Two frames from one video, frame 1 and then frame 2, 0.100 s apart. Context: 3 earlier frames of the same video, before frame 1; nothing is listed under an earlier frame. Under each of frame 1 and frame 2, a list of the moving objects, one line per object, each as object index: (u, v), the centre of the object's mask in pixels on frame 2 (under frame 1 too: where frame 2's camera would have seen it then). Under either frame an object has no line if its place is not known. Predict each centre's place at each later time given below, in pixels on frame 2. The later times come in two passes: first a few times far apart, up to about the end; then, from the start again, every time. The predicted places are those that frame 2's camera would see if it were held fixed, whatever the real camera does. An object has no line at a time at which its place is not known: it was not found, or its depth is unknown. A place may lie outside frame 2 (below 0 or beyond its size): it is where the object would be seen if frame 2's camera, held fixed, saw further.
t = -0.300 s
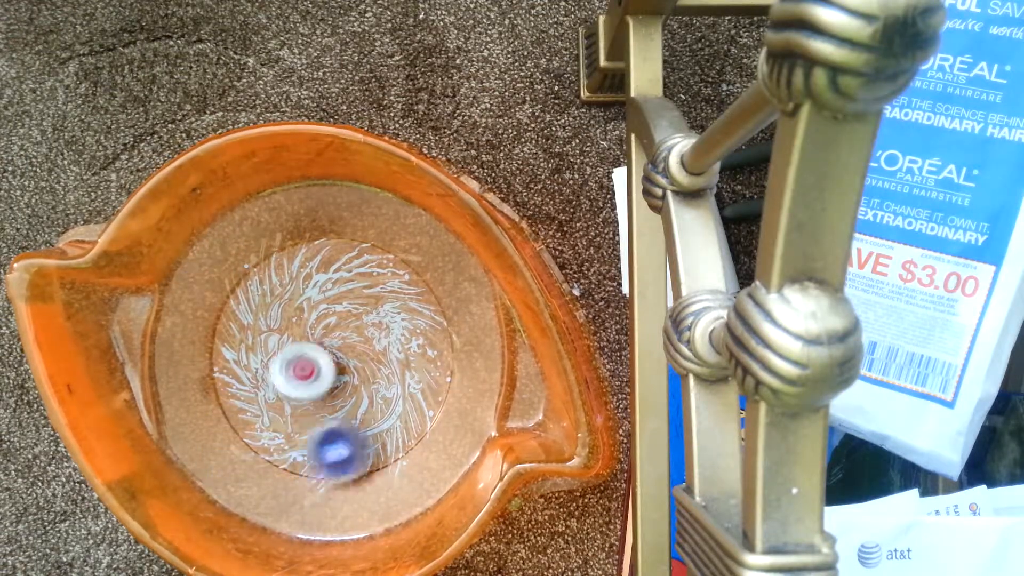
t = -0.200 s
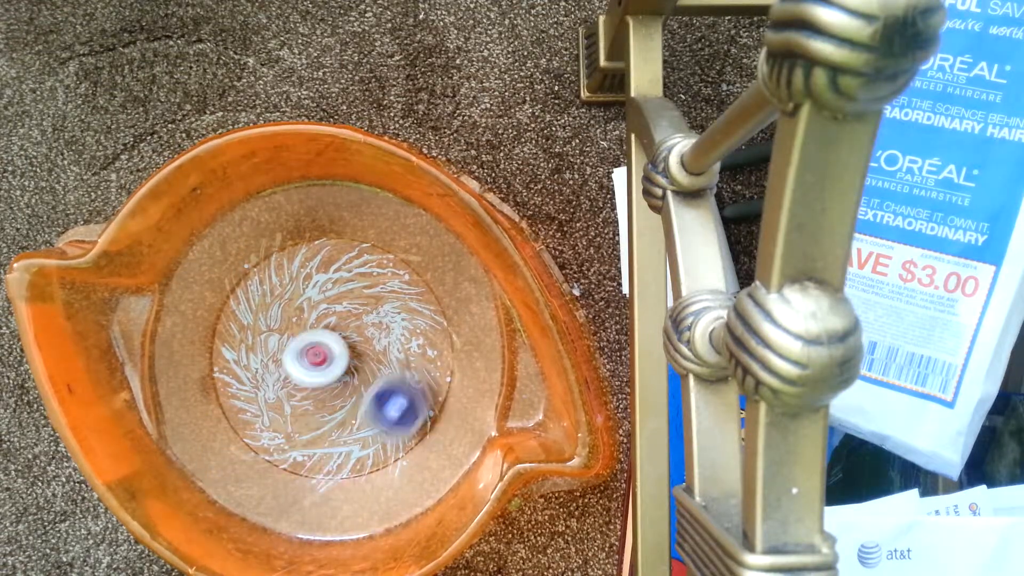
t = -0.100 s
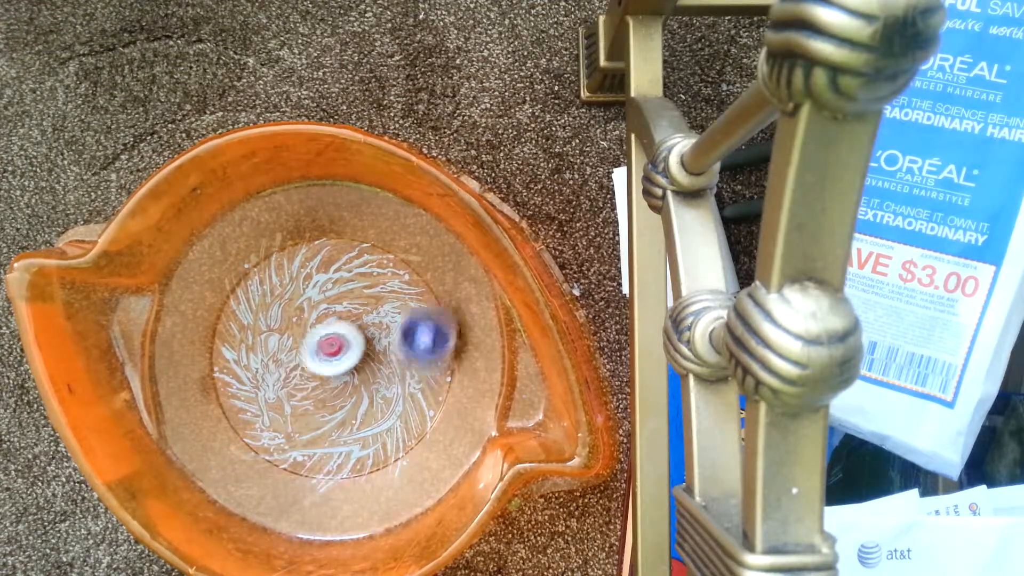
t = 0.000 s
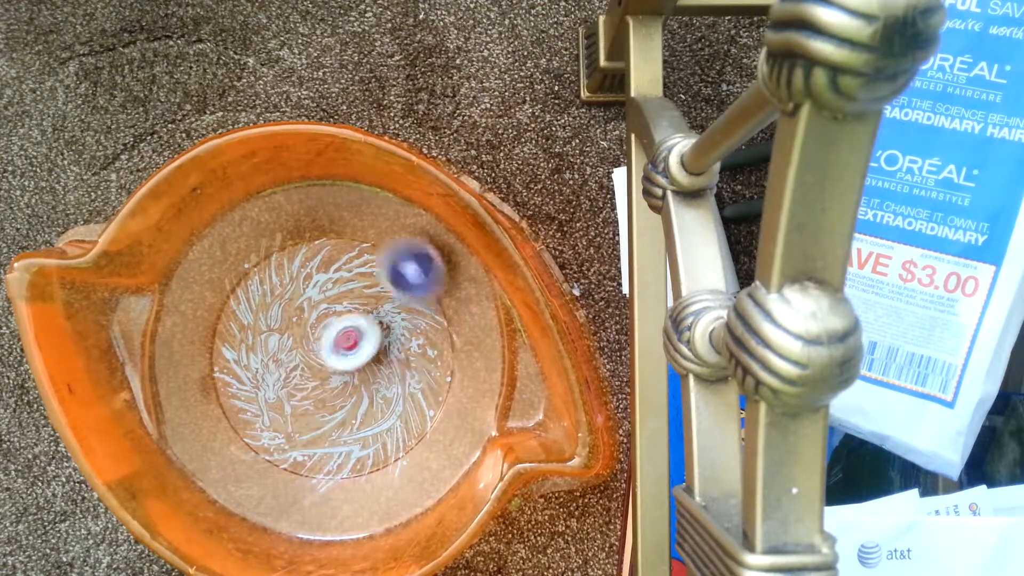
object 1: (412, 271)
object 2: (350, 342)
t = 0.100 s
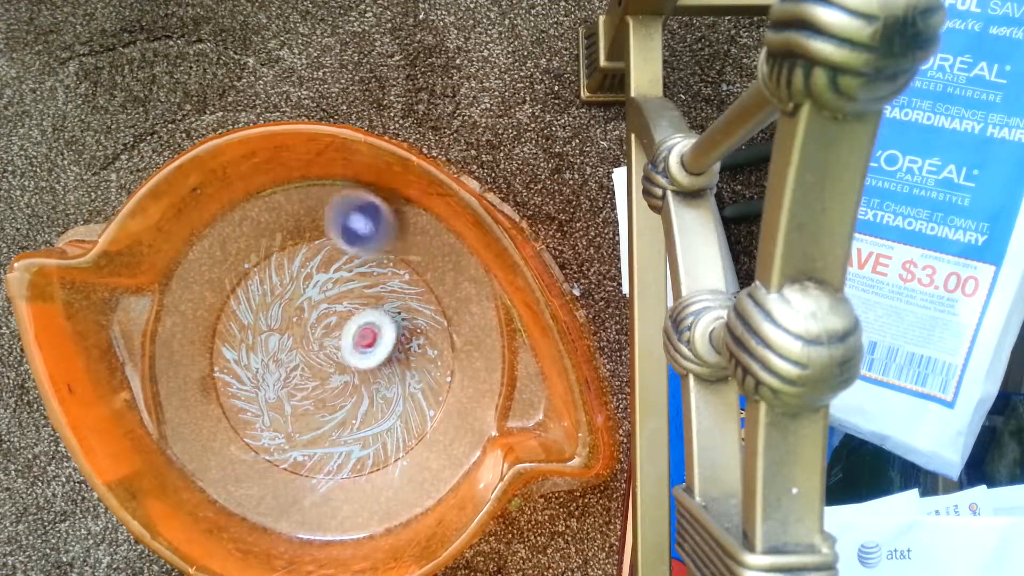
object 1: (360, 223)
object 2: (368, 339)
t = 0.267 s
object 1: (249, 229)
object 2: (379, 330)
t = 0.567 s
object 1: (275, 446)
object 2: (344, 323)
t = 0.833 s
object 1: (433, 410)
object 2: (291, 337)
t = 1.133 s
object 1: (367, 256)
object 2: (286, 371)
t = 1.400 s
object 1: (266, 362)
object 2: (313, 417)
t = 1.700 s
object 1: (257, 440)
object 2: (437, 449)
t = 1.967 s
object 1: (363, 423)
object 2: (317, 297)
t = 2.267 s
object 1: (306, 294)
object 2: (297, 229)
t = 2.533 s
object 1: (213, 378)
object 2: (379, 329)
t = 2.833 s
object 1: (329, 463)
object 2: (371, 365)
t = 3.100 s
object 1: (395, 406)
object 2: (402, 274)
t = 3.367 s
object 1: (314, 342)
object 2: (396, 264)
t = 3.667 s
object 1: (221, 401)
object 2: (307, 368)
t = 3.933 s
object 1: (312, 447)
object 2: (405, 342)
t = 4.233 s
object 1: (350, 346)
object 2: (459, 277)
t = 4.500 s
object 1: (323, 255)
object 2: (356, 347)
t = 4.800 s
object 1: (272, 283)
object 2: (255, 421)
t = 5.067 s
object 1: (333, 340)
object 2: (299, 412)
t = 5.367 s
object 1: (394, 289)
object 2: (339, 343)
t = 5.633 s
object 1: (339, 284)
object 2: (276, 401)
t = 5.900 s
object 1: (348, 376)
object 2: (239, 459)
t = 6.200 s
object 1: (425, 370)
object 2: (356, 384)
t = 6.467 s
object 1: (390, 310)
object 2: (316, 327)
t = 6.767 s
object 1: (337, 389)
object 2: (223, 384)
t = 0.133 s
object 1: (340, 212)
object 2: (373, 338)
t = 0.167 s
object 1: (316, 204)
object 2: (375, 337)
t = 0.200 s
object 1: (293, 206)
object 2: (377, 336)
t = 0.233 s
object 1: (271, 215)
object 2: (379, 333)
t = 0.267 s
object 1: (249, 229)
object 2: (379, 330)
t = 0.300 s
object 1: (231, 250)
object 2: (378, 326)
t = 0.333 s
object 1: (218, 274)
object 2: (377, 323)
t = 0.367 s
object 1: (212, 300)
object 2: (375, 320)
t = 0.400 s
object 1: (213, 333)
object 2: (372, 319)
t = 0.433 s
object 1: (217, 362)
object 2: (369, 320)
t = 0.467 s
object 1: (225, 388)
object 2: (364, 321)
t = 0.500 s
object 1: (239, 413)
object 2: (359, 322)
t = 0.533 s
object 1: (258, 433)
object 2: (352, 323)
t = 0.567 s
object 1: (275, 446)
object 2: (344, 323)
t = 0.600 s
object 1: (299, 457)
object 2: (336, 324)
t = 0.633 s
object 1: (323, 466)
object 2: (329, 325)
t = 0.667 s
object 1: (347, 469)
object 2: (321, 327)
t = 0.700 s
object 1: (371, 468)
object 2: (315, 328)
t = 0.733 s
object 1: (393, 464)
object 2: (306, 330)
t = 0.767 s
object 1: (409, 450)
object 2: (301, 332)
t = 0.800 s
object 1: (422, 432)
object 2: (296, 334)
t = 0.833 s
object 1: (433, 410)
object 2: (291, 337)
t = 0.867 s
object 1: (442, 388)
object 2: (289, 339)
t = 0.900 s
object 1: (445, 367)
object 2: (287, 344)
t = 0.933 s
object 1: (445, 345)
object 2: (282, 348)
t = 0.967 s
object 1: (439, 323)
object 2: (279, 354)
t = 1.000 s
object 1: (428, 301)
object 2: (278, 359)
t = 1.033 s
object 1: (415, 284)
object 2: (279, 362)
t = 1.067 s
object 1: (400, 270)
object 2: (279, 365)
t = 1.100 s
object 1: (384, 260)
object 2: (283, 368)
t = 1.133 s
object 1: (367, 256)
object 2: (286, 371)
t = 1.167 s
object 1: (350, 255)
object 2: (289, 375)
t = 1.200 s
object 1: (332, 259)
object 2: (293, 381)
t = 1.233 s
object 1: (314, 268)
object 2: (294, 388)
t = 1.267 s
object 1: (300, 281)
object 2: (297, 393)
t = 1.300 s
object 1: (286, 301)
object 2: (301, 400)
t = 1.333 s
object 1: (278, 318)
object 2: (307, 408)
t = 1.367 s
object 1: (269, 341)
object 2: (309, 412)
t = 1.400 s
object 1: (266, 362)
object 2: (313, 417)
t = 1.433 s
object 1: (265, 383)
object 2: (318, 420)
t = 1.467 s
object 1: (253, 395)
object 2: (344, 436)
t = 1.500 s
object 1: (239, 401)
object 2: (376, 454)
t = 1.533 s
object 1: (226, 410)
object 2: (398, 465)
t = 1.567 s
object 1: (222, 418)
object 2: (416, 469)
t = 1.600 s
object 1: (225, 424)
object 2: (430, 470)
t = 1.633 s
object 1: (234, 428)
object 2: (441, 470)
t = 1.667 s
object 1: (245, 433)
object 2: (443, 464)
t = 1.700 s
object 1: (257, 440)
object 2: (437, 449)
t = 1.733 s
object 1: (269, 445)
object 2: (425, 431)
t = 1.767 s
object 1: (282, 453)
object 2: (411, 414)
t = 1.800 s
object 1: (296, 459)
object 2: (396, 396)
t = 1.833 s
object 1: (310, 460)
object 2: (379, 377)
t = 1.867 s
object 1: (326, 458)
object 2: (360, 357)
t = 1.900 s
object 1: (339, 452)
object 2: (345, 336)
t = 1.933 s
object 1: (352, 440)
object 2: (331, 318)
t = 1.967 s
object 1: (363, 423)
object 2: (317, 297)
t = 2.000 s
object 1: (369, 408)
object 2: (303, 276)
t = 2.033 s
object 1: (373, 390)
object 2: (293, 258)
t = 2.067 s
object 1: (372, 372)
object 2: (285, 242)
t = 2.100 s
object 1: (368, 354)
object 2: (279, 231)
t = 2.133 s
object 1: (362, 341)
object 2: (277, 223)
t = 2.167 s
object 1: (350, 325)
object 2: (276, 222)
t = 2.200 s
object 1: (339, 311)
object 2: (278, 222)
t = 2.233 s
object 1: (323, 302)
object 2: (285, 226)
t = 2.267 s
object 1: (306, 294)
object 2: (297, 229)
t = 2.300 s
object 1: (288, 291)
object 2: (309, 236)
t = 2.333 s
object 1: (267, 292)
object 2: (320, 248)
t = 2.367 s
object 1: (249, 299)
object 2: (334, 260)
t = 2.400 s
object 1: (236, 308)
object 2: (348, 273)
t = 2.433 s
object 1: (219, 322)
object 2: (361, 289)
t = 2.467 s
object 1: (210, 338)
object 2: (369, 302)
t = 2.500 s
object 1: (211, 358)
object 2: (374, 315)
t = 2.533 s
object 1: (213, 378)
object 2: (379, 329)
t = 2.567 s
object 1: (220, 395)
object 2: (380, 344)
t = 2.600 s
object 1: (230, 412)
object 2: (383, 357)
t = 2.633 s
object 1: (243, 426)
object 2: (379, 367)
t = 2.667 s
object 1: (261, 437)
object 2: (376, 375)
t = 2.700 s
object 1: (280, 442)
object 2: (372, 381)
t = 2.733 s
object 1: (301, 444)
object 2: (365, 387)
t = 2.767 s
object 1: (319, 443)
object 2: (360, 391)
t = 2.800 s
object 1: (324, 453)
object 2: (364, 380)
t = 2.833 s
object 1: (329, 463)
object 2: (371, 365)
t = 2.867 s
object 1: (336, 468)
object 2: (379, 349)
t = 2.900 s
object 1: (346, 470)
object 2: (387, 332)
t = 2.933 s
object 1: (356, 467)
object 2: (393, 319)
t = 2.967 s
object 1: (366, 461)
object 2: (399, 304)
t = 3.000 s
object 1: (377, 451)
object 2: (400, 292)
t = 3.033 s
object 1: (386, 439)
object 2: (402, 281)
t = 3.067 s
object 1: (391, 424)
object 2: (403, 276)
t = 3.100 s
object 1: (395, 406)
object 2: (402, 274)
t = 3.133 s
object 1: (394, 390)
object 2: (399, 275)
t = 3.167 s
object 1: (392, 371)
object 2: (397, 277)
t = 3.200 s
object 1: (388, 354)
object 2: (394, 283)
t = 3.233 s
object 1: (376, 345)
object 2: (392, 287)
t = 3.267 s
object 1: (359, 344)
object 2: (397, 277)
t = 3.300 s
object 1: (344, 345)
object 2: (400, 268)
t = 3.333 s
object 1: (330, 344)
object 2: (400, 263)
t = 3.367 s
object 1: (314, 342)
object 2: (396, 264)
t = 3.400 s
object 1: (297, 339)
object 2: (388, 271)
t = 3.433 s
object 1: (277, 339)
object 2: (382, 277)
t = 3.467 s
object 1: (260, 340)
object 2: (368, 291)
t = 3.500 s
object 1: (242, 346)
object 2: (357, 307)
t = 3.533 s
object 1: (227, 354)
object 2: (346, 321)
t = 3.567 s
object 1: (215, 364)
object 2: (337, 333)
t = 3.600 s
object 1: (208, 376)
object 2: (326, 346)
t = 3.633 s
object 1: (212, 389)
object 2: (315, 357)
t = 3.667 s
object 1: (221, 401)
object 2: (307, 368)
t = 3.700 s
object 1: (230, 413)
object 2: (296, 378)
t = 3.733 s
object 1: (227, 432)
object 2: (299, 380)
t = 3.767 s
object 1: (217, 455)
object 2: (324, 372)
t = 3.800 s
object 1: (214, 473)
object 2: (344, 365)
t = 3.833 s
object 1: (231, 475)
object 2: (361, 360)
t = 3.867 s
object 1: (261, 465)
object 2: (377, 353)
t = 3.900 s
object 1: (287, 458)
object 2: (393, 347)
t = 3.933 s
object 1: (312, 447)
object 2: (405, 342)
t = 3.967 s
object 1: (335, 432)
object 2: (416, 335)
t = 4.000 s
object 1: (353, 416)
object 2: (423, 334)
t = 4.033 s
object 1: (368, 399)
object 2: (426, 331)
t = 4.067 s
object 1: (377, 380)
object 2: (426, 330)
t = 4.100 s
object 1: (382, 365)
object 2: (427, 329)
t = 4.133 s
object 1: (375, 361)
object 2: (440, 311)
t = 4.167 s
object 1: (366, 359)
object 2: (449, 297)
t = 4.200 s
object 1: (357, 354)
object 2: (459, 282)
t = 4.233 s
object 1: (350, 346)
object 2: (459, 277)
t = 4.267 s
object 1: (343, 338)
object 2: (455, 278)
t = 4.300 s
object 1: (340, 328)
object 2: (446, 283)
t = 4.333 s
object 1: (339, 318)
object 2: (436, 289)
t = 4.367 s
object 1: (337, 304)
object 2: (421, 300)
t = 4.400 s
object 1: (335, 292)
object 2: (406, 314)
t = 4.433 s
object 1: (330, 278)
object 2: (390, 326)
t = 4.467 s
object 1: (327, 266)
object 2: (370, 338)
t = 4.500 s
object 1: (323, 255)
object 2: (356, 347)
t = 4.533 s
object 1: (315, 244)
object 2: (338, 361)
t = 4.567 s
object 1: (307, 242)
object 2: (323, 371)
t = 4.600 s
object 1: (298, 244)
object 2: (310, 378)
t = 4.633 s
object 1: (290, 251)
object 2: (296, 392)
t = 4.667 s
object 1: (283, 257)
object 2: (284, 400)
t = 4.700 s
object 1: (277, 262)
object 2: (274, 408)
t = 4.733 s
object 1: (273, 267)
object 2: (266, 413)
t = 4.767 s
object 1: (271, 275)
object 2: (259, 418)
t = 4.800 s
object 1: (272, 283)
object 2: (255, 421)
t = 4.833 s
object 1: (272, 294)
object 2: (251, 425)
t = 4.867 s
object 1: (276, 304)
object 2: (255, 424)
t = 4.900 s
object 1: (282, 315)
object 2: (260, 423)
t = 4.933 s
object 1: (289, 324)
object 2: (267, 422)
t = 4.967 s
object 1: (298, 331)
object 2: (272, 421)
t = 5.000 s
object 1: (310, 335)
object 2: (279, 418)
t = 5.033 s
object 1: (320, 339)
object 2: (288, 416)
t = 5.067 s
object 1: (333, 340)
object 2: (299, 412)
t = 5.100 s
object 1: (344, 339)
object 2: (307, 408)
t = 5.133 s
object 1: (357, 339)
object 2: (315, 402)
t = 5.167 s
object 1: (367, 337)
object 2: (329, 393)
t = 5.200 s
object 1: (381, 332)
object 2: (334, 386)
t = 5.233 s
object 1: (390, 325)
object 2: (338, 376)
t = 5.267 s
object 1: (396, 316)
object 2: (341, 364)
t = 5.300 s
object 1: (399, 307)
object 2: (341, 357)
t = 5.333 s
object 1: (399, 298)
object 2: (339, 350)
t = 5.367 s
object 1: (394, 289)
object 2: (339, 343)
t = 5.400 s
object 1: (388, 284)
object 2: (335, 338)
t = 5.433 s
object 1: (379, 281)
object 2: (333, 335)
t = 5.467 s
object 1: (369, 280)
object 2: (332, 333)
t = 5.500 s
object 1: (361, 277)
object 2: (324, 343)
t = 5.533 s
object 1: (356, 274)
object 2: (312, 356)
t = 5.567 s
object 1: (353, 275)
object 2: (304, 369)
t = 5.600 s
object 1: (347, 277)
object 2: (288, 388)
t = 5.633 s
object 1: (339, 284)
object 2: (276, 401)
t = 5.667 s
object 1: (334, 293)
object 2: (263, 415)
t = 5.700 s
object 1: (330, 304)
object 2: (254, 425)
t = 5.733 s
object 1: (328, 315)
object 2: (242, 436)
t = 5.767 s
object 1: (330, 328)
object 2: (235, 443)
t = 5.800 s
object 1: (331, 341)
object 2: (230, 449)
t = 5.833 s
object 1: (335, 353)
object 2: (232, 454)
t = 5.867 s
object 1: (341, 365)
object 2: (234, 456)
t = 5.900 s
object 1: (348, 376)
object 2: (239, 459)
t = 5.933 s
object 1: (356, 387)
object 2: (245, 456)
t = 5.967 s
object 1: (369, 396)
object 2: (254, 451)
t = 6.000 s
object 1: (377, 401)
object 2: (266, 446)
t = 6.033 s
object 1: (388, 403)
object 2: (281, 439)
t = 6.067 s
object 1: (398, 402)
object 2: (292, 427)
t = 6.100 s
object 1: (410, 397)
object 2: (307, 418)
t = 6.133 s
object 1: (416, 390)
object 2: (321, 407)
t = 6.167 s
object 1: (422, 381)
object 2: (338, 396)
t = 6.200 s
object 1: (425, 370)
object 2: (356, 384)
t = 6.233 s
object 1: (432, 360)
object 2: (361, 373)
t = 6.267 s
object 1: (443, 350)
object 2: (354, 363)
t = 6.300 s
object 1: (444, 342)
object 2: (344, 353)
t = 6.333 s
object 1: (439, 334)
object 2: (341, 345)
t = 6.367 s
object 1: (431, 325)
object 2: (335, 339)
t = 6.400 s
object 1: (418, 317)
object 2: (328, 333)
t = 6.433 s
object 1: (406, 311)
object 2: (322, 328)
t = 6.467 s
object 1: (390, 310)
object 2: (316, 327)
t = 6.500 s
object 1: (375, 313)
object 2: (305, 328)
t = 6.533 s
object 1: (362, 317)
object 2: (294, 331)
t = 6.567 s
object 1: (357, 322)
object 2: (276, 336)
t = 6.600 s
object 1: (350, 332)
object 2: (259, 342)
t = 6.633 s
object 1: (345, 342)
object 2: (250, 349)
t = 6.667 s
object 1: (342, 352)
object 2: (241, 356)
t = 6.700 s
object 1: (339, 365)
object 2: (234, 367)
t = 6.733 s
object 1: (337, 377)
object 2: (227, 374)
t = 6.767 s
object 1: (337, 389)
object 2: (223, 384)
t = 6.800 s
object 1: (338, 399)
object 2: (222, 392)
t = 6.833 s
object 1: (340, 409)
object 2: (221, 398)
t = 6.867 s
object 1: (345, 418)
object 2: (224, 401)
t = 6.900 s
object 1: (351, 425)
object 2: (227, 402)
